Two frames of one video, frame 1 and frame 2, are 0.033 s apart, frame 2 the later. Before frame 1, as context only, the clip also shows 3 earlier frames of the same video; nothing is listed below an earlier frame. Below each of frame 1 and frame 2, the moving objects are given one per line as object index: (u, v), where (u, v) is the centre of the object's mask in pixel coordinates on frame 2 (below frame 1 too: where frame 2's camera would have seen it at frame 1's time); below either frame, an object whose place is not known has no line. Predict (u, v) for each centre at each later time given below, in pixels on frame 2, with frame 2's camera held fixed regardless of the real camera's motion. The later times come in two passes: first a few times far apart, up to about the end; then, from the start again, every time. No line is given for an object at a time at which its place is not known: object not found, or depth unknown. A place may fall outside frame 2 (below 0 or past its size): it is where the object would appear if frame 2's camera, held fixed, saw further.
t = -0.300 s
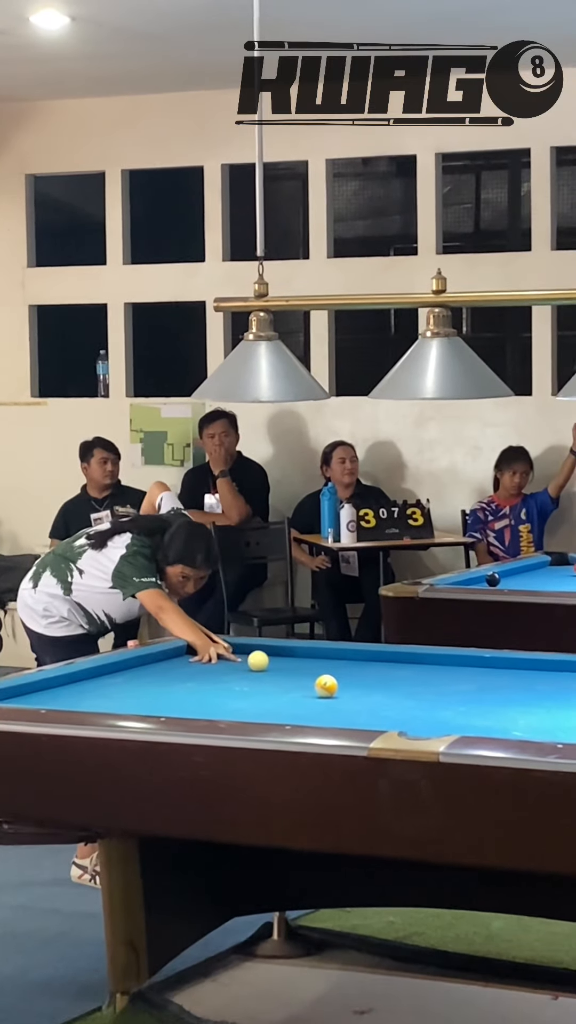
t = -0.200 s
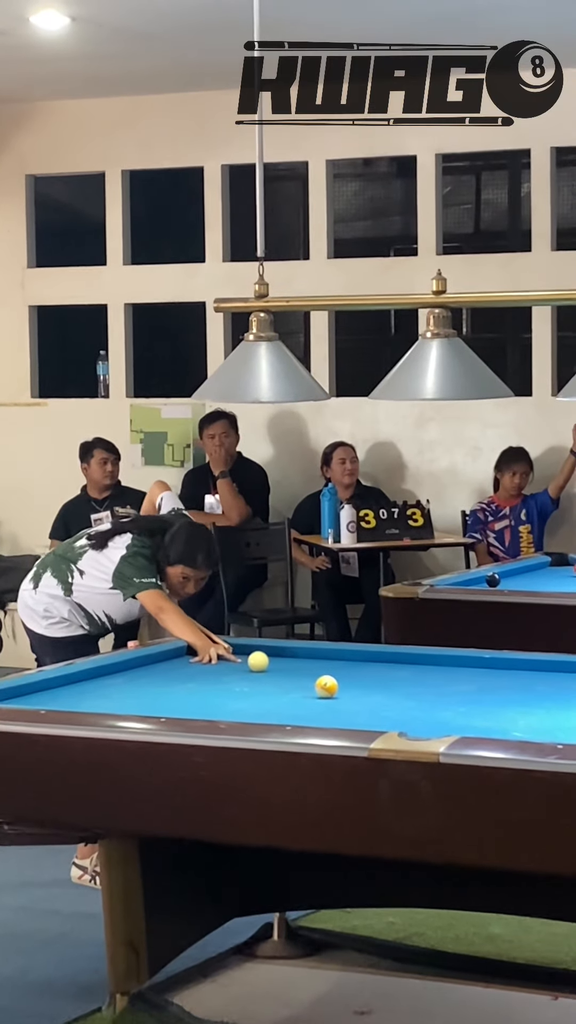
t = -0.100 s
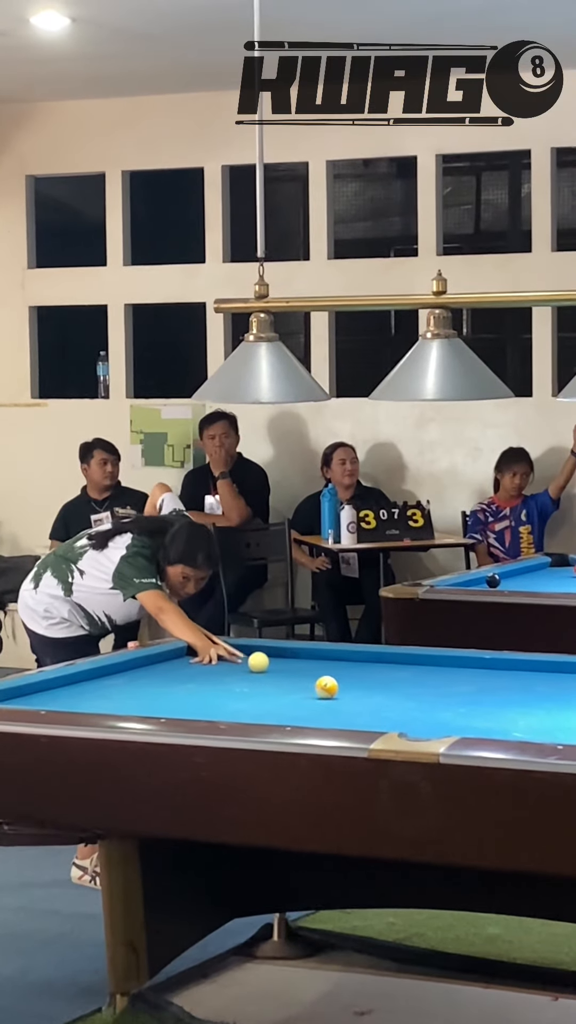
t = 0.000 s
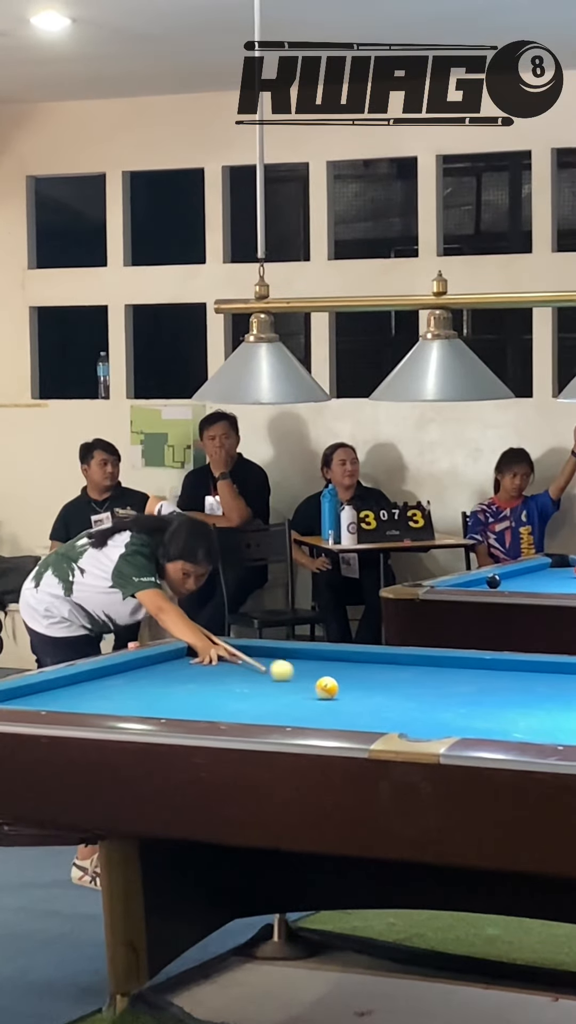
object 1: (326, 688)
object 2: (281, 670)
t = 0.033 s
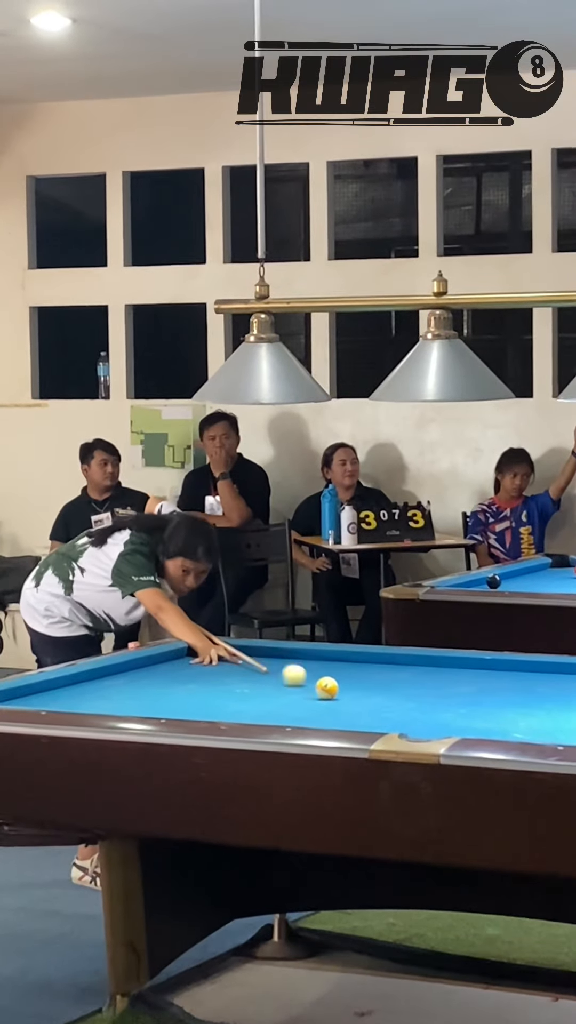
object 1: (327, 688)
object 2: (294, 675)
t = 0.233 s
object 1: (358, 704)
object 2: (332, 685)
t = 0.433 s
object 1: (404, 725)
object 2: (345, 684)
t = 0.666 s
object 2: (360, 682)
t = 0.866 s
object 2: (371, 682)
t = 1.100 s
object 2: (382, 681)
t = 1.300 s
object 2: (389, 680)
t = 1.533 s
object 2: (396, 679)
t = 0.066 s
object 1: (327, 688)
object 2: (305, 679)
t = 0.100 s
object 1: (327, 688)
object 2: (314, 681)
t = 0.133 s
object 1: (334, 691)
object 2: (321, 683)
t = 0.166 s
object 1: (342, 695)
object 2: (325, 684)
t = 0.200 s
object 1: (350, 700)
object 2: (329, 685)
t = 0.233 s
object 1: (358, 704)
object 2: (332, 685)
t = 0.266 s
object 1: (366, 708)
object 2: (334, 684)
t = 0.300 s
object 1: (373, 713)
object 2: (336, 684)
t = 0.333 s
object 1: (381, 717)
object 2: (338, 684)
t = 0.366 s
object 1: (388, 719)
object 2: (340, 684)
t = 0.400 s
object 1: (396, 722)
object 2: (343, 684)
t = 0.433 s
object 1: (404, 725)
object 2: (345, 684)
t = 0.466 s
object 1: (412, 729)
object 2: (348, 683)
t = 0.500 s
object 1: (420, 731)
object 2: (350, 683)
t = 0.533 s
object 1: (431, 734)
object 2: (352, 683)
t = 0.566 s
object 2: (353, 683)
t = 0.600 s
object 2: (356, 683)
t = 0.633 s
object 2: (358, 683)
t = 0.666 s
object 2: (360, 682)
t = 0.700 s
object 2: (361, 682)
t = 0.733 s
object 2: (363, 682)
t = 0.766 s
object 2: (365, 682)
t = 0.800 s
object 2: (367, 682)
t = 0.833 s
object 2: (369, 682)
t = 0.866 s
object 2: (371, 682)
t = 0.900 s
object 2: (372, 681)
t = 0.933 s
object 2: (374, 681)
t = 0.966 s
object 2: (376, 681)
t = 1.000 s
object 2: (377, 681)
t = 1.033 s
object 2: (379, 681)
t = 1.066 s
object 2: (380, 681)
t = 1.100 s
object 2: (382, 681)
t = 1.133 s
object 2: (383, 681)
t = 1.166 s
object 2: (385, 681)
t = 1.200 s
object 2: (386, 680)
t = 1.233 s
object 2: (387, 680)
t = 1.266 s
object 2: (388, 680)
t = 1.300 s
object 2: (389, 680)
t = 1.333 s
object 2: (390, 680)
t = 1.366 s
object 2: (391, 680)
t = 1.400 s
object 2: (392, 680)
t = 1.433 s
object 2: (393, 680)
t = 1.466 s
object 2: (394, 679)
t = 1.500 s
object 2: (395, 679)
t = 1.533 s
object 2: (396, 679)
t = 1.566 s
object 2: (396, 679)
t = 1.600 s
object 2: (397, 679)
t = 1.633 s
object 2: (398, 679)
